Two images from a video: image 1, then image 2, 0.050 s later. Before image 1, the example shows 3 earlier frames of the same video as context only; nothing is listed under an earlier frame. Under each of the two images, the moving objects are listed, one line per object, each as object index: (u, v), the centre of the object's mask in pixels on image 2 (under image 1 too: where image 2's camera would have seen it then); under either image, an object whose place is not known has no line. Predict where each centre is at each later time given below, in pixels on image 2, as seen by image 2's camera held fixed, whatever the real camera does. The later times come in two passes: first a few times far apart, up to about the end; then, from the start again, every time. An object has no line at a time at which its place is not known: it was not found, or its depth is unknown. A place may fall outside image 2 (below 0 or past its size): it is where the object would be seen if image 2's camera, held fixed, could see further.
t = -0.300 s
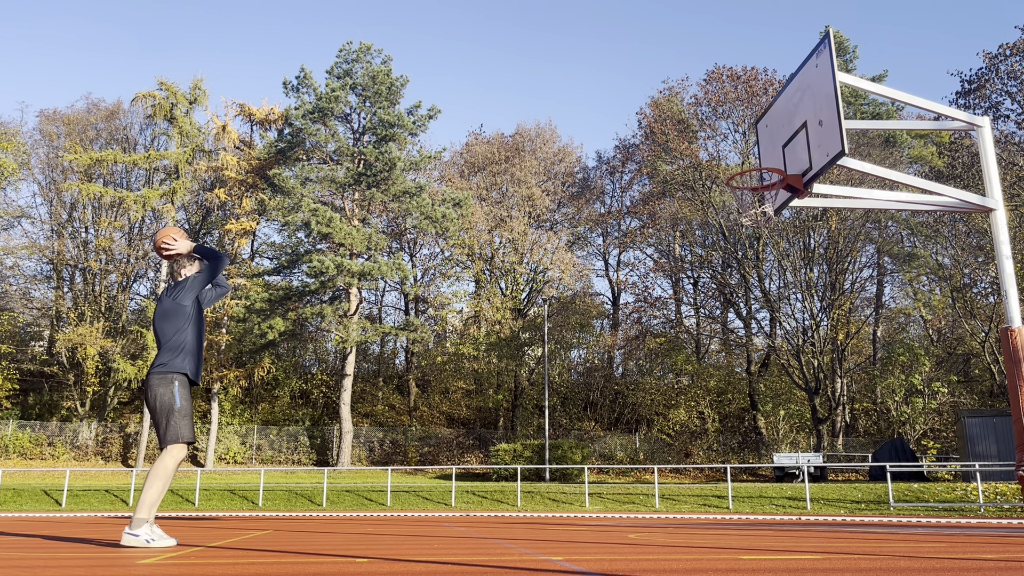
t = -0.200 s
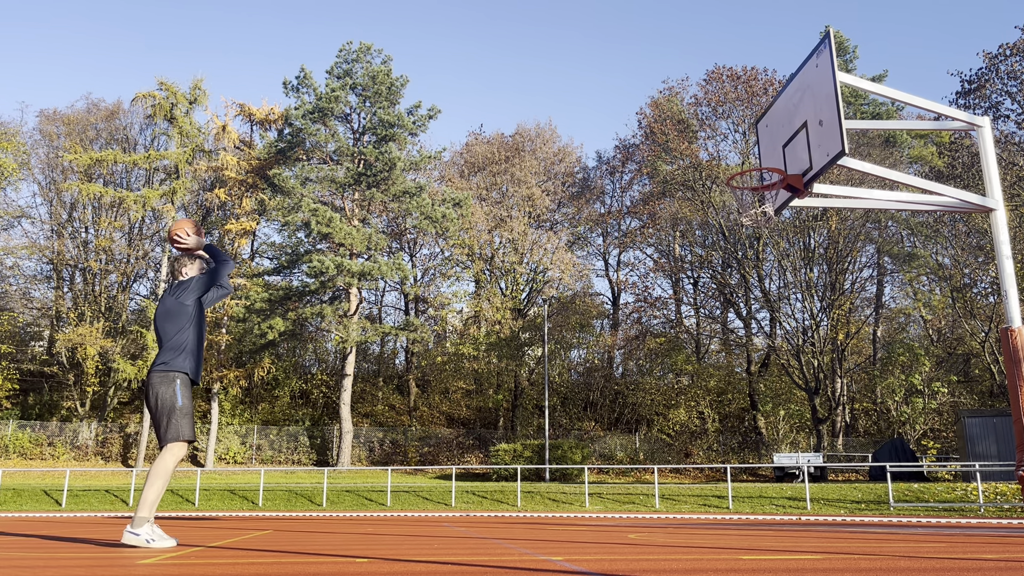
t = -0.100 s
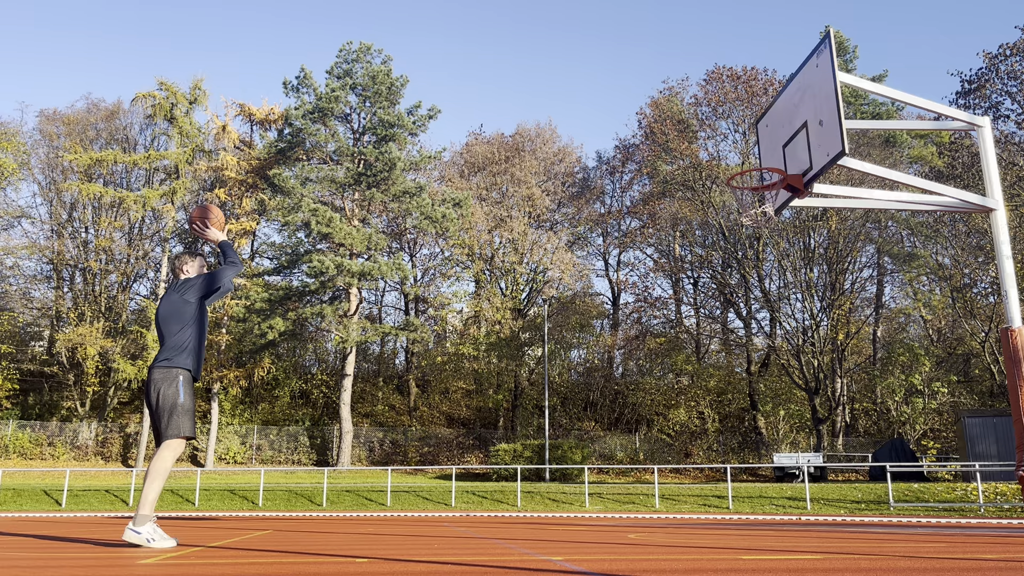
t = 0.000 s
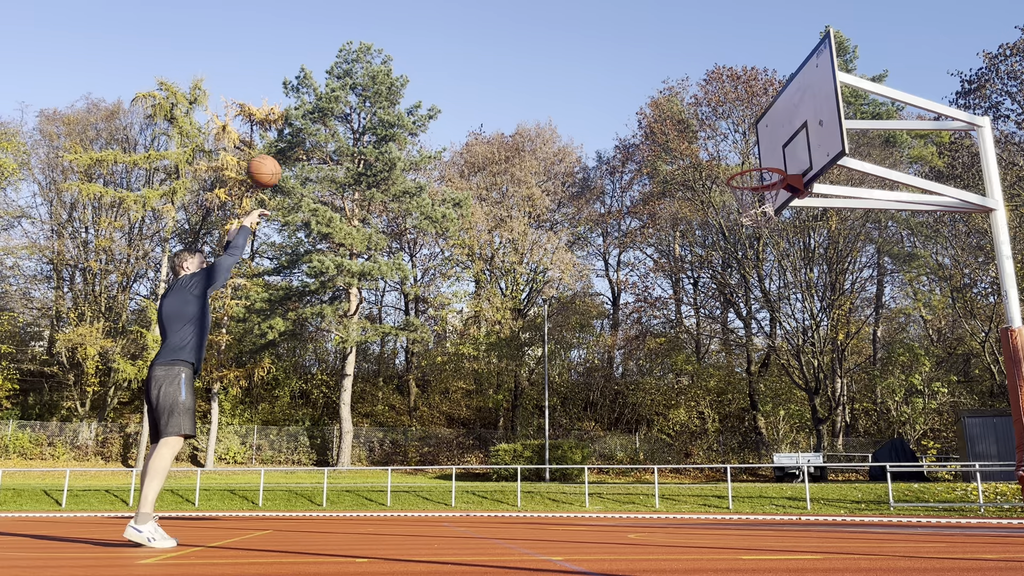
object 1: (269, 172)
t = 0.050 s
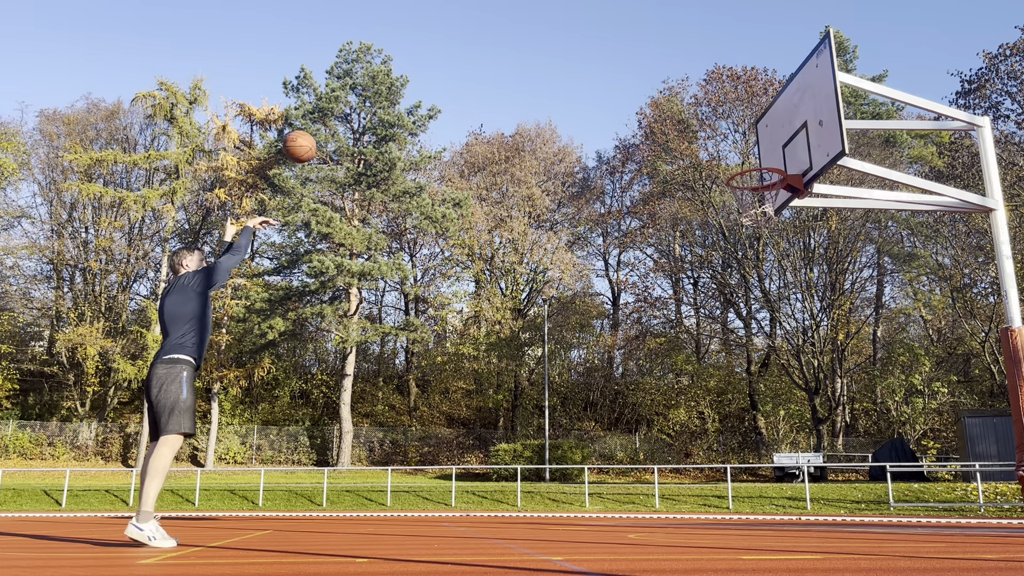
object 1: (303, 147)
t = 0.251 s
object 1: (433, 86)
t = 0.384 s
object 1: (510, 73)
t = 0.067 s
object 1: (316, 140)
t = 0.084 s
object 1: (327, 134)
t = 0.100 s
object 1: (339, 127)
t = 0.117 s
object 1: (350, 120)
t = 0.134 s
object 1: (362, 115)
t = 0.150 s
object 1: (371, 110)
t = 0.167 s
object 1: (382, 105)
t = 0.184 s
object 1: (392, 100)
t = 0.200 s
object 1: (402, 96)
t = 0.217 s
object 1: (413, 92)
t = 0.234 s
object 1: (423, 89)
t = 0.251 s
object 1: (433, 86)
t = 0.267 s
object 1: (443, 83)
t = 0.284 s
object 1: (453, 80)
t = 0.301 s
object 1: (462, 78)
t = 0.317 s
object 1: (472, 77)
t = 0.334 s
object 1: (481, 75)
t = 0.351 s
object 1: (491, 74)
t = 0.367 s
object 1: (500, 73)
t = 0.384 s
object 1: (510, 73)
